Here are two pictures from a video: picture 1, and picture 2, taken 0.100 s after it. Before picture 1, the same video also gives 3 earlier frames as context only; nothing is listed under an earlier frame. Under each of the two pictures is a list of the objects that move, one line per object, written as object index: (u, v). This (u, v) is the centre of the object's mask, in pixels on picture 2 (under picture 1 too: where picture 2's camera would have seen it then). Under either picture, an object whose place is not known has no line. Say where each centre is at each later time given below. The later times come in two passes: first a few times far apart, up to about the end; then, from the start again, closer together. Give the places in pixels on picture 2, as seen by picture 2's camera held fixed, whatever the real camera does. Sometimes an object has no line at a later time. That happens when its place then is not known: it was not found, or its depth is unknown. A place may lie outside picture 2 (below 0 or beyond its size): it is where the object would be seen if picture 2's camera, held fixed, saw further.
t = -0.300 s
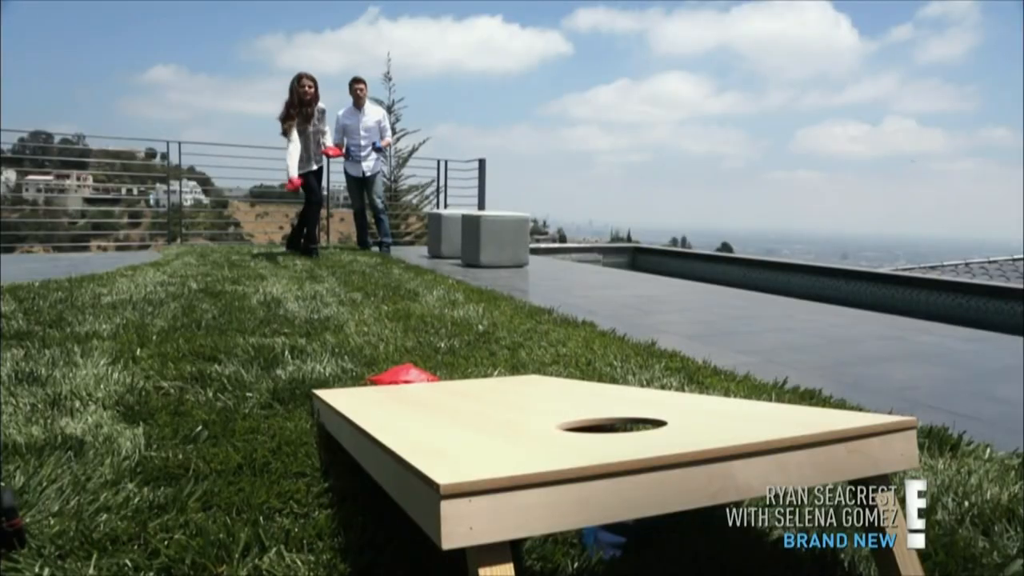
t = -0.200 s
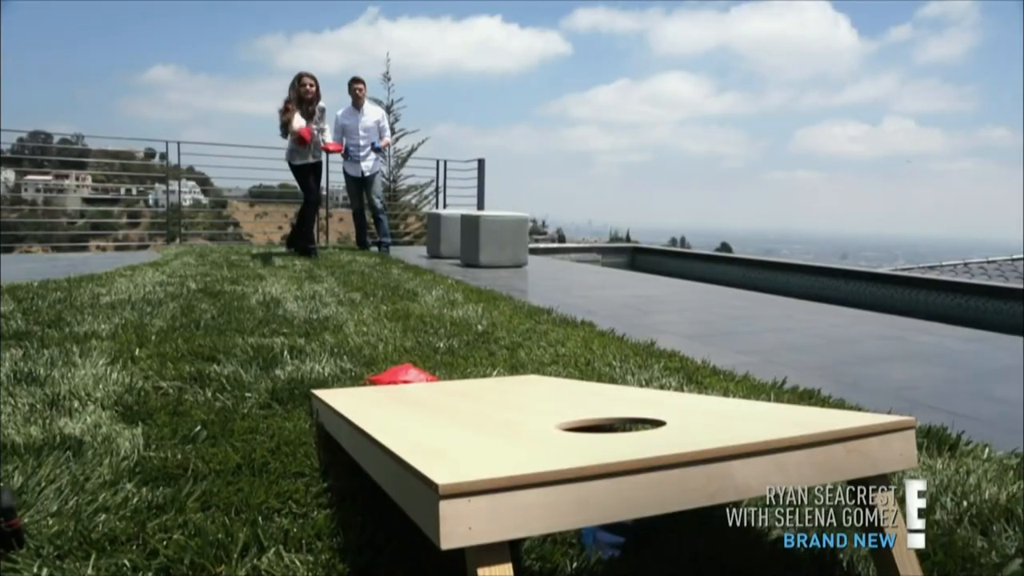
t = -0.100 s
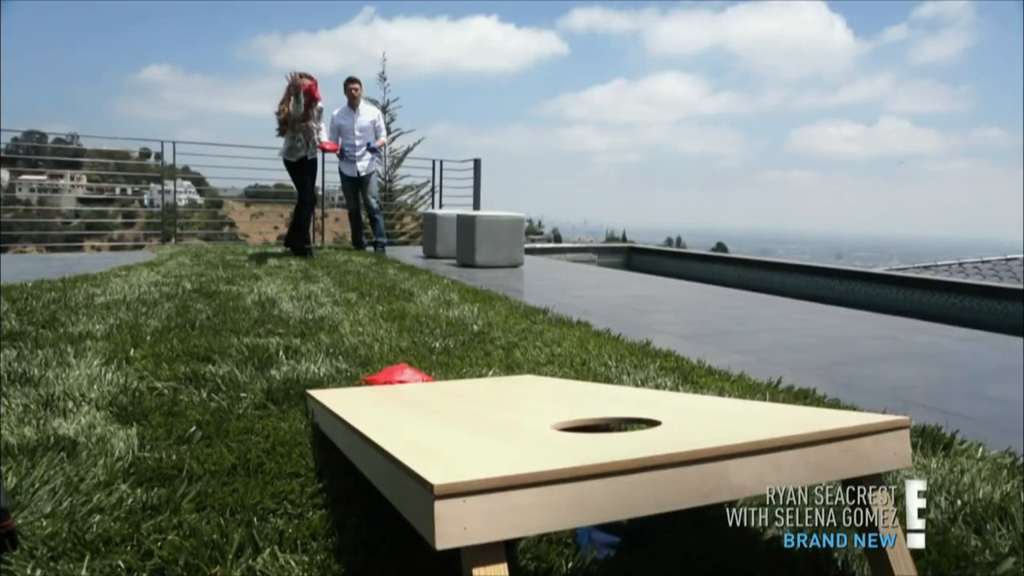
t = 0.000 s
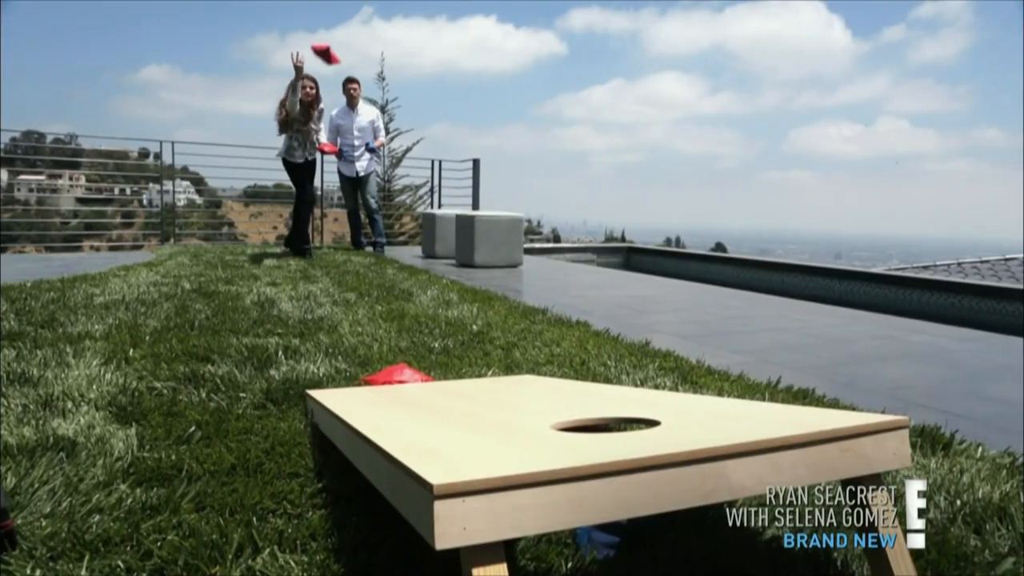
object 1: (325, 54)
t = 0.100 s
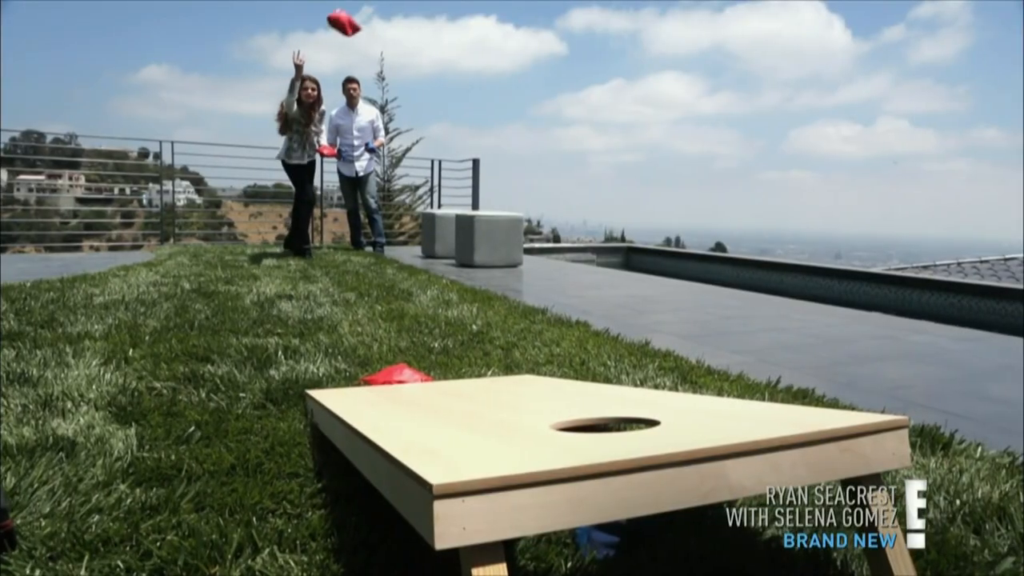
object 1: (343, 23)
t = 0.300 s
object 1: (401, 17)
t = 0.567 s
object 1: (627, 401)
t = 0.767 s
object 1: (605, 411)
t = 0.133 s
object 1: (350, 16)
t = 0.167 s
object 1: (359, 13)
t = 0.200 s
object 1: (368, 12)
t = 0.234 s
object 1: (377, 12)
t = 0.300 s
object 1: (401, 17)
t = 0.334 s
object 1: (415, 26)
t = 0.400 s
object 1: (453, 72)
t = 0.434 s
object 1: (477, 110)
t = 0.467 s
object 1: (508, 165)
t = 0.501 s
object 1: (546, 238)
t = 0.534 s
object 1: (595, 340)
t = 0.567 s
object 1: (627, 401)
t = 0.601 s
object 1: (642, 404)
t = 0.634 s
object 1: (630, 404)
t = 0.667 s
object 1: (621, 403)
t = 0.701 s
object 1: (614, 402)
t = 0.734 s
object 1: (609, 404)
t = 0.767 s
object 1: (605, 411)
